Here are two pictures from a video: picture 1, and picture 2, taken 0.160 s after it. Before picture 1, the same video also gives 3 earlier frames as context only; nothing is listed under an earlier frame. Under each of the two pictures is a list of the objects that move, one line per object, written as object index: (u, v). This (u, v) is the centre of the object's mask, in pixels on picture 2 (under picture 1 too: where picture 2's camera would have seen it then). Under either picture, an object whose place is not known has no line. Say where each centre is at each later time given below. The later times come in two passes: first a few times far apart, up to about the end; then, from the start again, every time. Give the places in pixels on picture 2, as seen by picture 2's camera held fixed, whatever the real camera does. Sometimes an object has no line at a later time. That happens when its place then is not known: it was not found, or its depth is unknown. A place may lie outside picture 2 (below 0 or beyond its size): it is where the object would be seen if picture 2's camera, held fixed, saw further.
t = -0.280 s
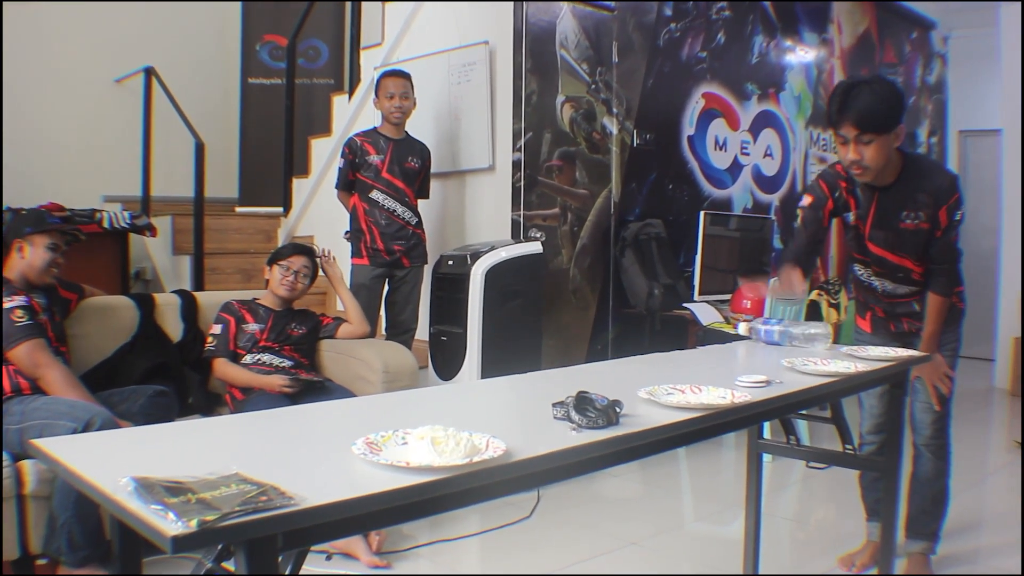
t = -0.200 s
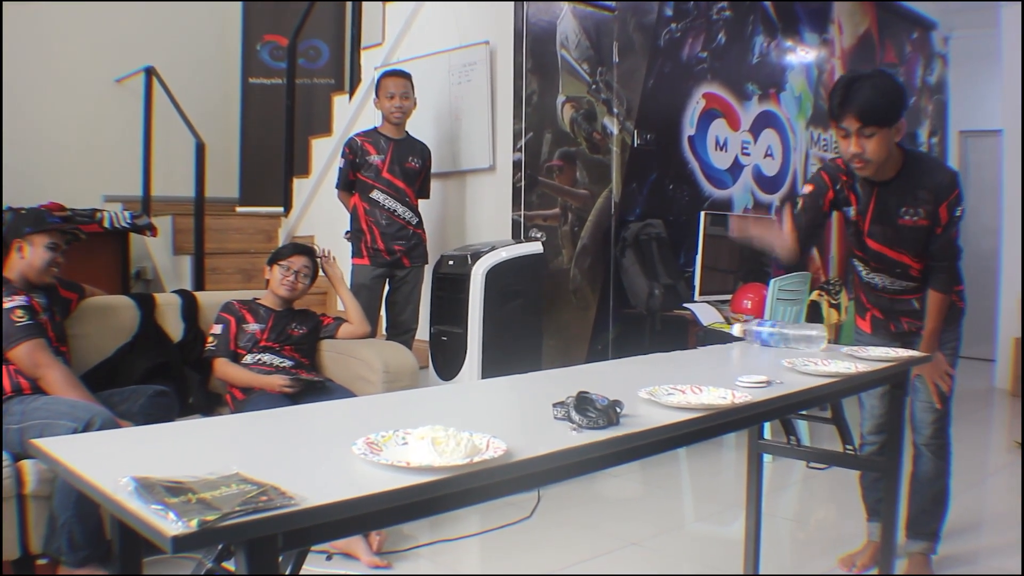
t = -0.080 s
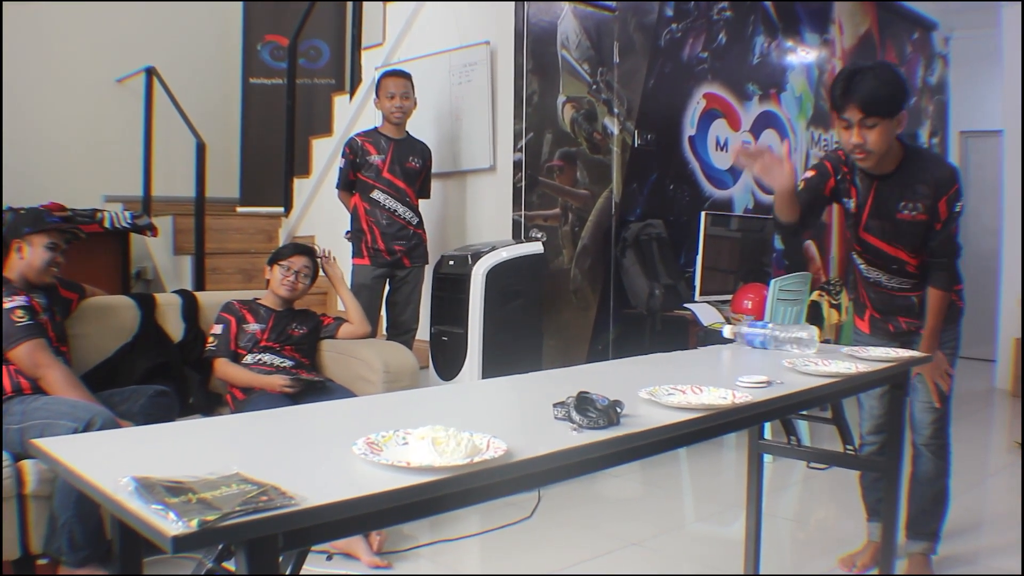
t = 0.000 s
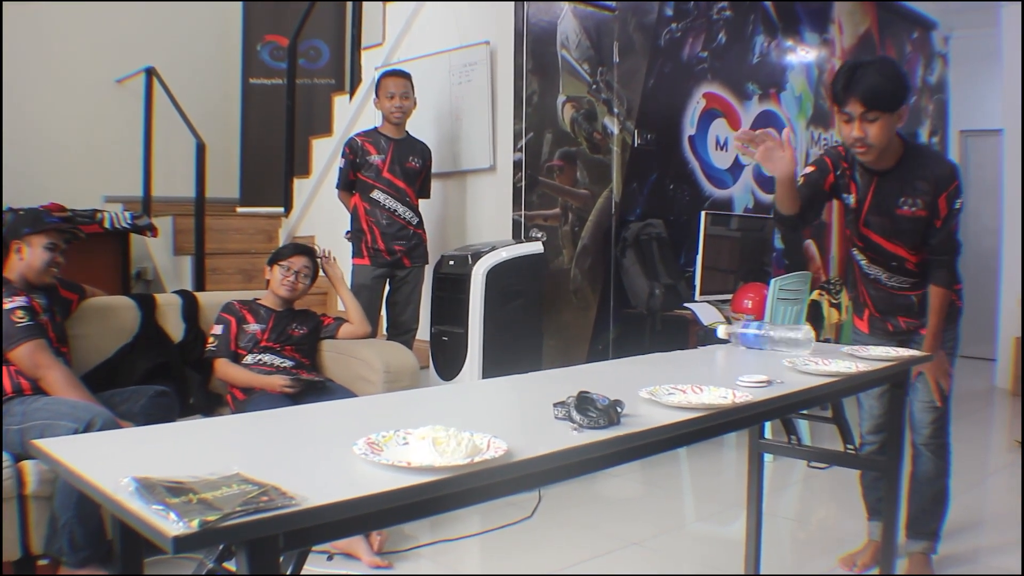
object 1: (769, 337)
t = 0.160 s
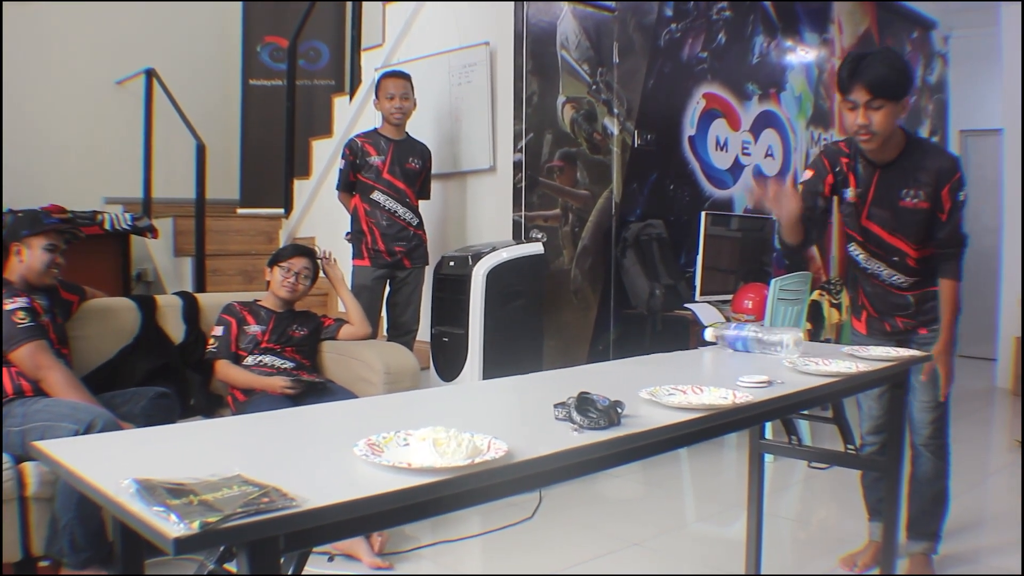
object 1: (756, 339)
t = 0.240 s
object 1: (751, 340)
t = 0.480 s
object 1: (734, 343)
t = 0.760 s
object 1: (714, 346)
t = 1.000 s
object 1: (698, 349)
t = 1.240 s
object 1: (680, 352)
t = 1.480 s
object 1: (663, 356)
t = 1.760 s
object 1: (640, 360)
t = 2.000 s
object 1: (620, 363)
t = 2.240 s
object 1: (600, 367)
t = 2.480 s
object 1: (580, 371)
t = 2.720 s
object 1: (556, 373)
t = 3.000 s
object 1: (529, 378)
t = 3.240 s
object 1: (511, 382)
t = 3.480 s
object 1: (495, 386)
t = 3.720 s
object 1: (477, 389)
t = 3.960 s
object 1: (459, 392)
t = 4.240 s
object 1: (438, 397)
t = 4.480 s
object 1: (425, 398)
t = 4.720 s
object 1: (409, 401)
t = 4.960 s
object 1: (399, 402)
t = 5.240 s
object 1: (387, 405)
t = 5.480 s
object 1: (381, 406)
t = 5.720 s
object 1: (381, 406)
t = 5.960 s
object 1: (387, 405)
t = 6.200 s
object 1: (388, 405)
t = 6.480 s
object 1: (384, 405)
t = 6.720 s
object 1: (388, 405)
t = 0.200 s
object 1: (754, 340)
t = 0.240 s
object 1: (751, 340)
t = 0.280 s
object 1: (749, 340)
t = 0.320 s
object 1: (745, 341)
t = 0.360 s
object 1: (742, 341)
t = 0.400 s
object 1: (740, 342)
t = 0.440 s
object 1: (737, 342)
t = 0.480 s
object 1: (734, 343)
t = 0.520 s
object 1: (731, 343)
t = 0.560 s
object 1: (728, 344)
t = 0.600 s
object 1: (725, 344)
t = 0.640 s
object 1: (722, 345)
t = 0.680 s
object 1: (720, 345)
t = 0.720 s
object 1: (717, 346)
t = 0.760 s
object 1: (714, 346)
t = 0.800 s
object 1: (711, 347)
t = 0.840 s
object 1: (708, 347)
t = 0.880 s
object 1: (706, 348)
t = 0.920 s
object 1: (703, 348)
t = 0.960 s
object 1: (700, 349)
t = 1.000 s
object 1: (698, 349)
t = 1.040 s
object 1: (695, 350)
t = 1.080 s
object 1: (692, 350)
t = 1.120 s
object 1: (689, 351)
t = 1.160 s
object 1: (686, 351)
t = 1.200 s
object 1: (683, 352)
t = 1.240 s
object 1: (680, 352)
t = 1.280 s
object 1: (677, 353)
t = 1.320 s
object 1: (674, 353)
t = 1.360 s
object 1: (671, 354)
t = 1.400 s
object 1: (668, 355)
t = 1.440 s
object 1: (665, 355)
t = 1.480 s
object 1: (663, 356)
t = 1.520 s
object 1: (660, 356)
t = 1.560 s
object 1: (657, 357)
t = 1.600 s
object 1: (653, 358)
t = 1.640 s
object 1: (650, 358)
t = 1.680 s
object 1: (647, 359)
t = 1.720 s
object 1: (644, 359)
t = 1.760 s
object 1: (640, 360)
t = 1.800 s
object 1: (637, 361)
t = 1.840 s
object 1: (634, 361)
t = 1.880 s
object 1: (631, 362)
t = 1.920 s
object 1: (627, 362)
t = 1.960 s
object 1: (623, 363)
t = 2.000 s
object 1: (620, 363)
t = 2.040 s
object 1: (616, 364)
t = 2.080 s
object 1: (612, 364)
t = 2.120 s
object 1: (609, 365)
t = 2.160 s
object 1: (605, 366)
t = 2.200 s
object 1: (602, 366)
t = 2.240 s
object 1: (600, 367)
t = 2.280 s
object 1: (596, 368)
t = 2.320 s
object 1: (592, 369)
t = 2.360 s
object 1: (589, 369)
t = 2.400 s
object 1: (586, 370)
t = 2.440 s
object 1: (583, 370)
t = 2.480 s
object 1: (580, 371)
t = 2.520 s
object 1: (575, 372)
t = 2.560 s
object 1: (571, 372)
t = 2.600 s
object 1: (567, 372)
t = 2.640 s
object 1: (564, 373)
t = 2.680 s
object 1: (560, 373)
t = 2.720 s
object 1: (556, 373)
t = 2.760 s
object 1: (552, 374)
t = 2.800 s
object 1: (548, 375)
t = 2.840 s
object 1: (544, 375)
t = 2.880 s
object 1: (541, 376)
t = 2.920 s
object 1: (538, 376)
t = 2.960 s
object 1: (534, 377)
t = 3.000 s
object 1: (529, 378)
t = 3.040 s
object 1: (526, 379)
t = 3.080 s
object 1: (523, 379)
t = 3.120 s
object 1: (521, 380)
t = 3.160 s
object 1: (518, 380)
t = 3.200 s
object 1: (515, 381)
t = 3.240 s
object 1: (511, 382)
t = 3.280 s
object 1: (509, 383)
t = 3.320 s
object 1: (506, 384)
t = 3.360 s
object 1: (504, 384)
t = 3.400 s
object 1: (501, 385)
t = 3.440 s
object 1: (498, 386)
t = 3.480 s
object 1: (495, 386)
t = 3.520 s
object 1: (492, 387)
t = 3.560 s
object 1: (489, 388)
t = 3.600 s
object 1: (487, 388)
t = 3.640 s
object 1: (484, 388)
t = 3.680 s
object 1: (480, 389)
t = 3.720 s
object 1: (477, 389)
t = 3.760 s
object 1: (474, 390)
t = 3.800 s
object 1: (471, 391)
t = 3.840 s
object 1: (469, 391)
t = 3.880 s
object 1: (466, 392)
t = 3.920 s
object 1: (463, 392)
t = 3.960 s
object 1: (459, 392)
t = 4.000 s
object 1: (456, 393)
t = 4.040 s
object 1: (453, 393)
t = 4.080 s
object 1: (451, 394)
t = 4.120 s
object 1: (449, 395)
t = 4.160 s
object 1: (445, 395)
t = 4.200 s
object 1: (442, 396)
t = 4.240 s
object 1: (438, 397)
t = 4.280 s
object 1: (435, 397)
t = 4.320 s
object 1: (434, 397)
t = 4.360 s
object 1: (432, 397)
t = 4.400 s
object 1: (429, 398)
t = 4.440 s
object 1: (427, 398)
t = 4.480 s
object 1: (425, 398)
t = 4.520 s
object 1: (424, 399)
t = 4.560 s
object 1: (422, 399)
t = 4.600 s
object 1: (419, 399)
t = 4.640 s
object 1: (416, 400)
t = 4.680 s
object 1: (412, 400)
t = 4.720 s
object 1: (409, 401)
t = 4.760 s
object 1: (407, 401)
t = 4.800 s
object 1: (405, 401)
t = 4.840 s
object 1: (404, 401)
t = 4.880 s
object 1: (402, 401)
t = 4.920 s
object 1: (400, 401)
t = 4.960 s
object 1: (399, 402)
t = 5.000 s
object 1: (398, 402)
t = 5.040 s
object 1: (398, 402)
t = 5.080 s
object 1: (396, 402)
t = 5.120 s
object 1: (393, 403)
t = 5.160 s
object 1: (392, 404)
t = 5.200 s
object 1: (389, 404)
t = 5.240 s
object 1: (387, 405)
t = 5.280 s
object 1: (386, 405)
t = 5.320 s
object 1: (385, 405)
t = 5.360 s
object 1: (383, 405)
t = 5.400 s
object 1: (382, 406)
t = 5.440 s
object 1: (381, 406)
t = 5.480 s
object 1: (381, 406)
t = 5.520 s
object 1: (381, 406)
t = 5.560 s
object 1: (381, 406)
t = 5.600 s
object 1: (380, 406)
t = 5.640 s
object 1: (380, 406)
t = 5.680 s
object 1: (380, 406)
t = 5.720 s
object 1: (381, 406)
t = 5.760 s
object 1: (382, 406)
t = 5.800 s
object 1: (383, 406)
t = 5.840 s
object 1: (384, 406)
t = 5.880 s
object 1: (385, 406)
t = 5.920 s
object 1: (386, 405)
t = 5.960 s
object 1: (387, 405)
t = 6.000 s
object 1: (388, 404)
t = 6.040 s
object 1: (389, 404)
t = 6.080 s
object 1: (390, 404)
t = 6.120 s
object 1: (390, 404)
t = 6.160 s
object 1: (389, 405)
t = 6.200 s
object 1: (388, 405)
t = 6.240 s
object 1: (386, 405)
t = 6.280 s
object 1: (385, 405)
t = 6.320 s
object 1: (384, 405)
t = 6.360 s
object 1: (384, 405)
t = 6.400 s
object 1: (384, 405)
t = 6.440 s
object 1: (384, 405)
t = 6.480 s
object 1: (384, 405)
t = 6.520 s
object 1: (385, 405)
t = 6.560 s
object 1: (387, 405)
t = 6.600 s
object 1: (388, 405)
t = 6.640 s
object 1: (388, 405)
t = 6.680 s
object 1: (388, 405)
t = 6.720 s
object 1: (388, 405)
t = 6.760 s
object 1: (388, 405)
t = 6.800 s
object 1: (387, 405)
